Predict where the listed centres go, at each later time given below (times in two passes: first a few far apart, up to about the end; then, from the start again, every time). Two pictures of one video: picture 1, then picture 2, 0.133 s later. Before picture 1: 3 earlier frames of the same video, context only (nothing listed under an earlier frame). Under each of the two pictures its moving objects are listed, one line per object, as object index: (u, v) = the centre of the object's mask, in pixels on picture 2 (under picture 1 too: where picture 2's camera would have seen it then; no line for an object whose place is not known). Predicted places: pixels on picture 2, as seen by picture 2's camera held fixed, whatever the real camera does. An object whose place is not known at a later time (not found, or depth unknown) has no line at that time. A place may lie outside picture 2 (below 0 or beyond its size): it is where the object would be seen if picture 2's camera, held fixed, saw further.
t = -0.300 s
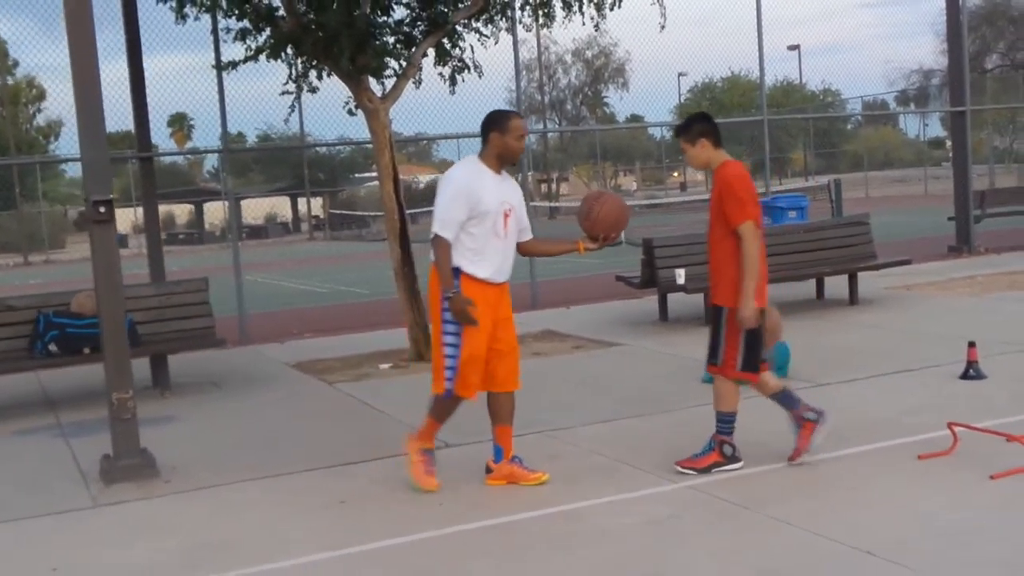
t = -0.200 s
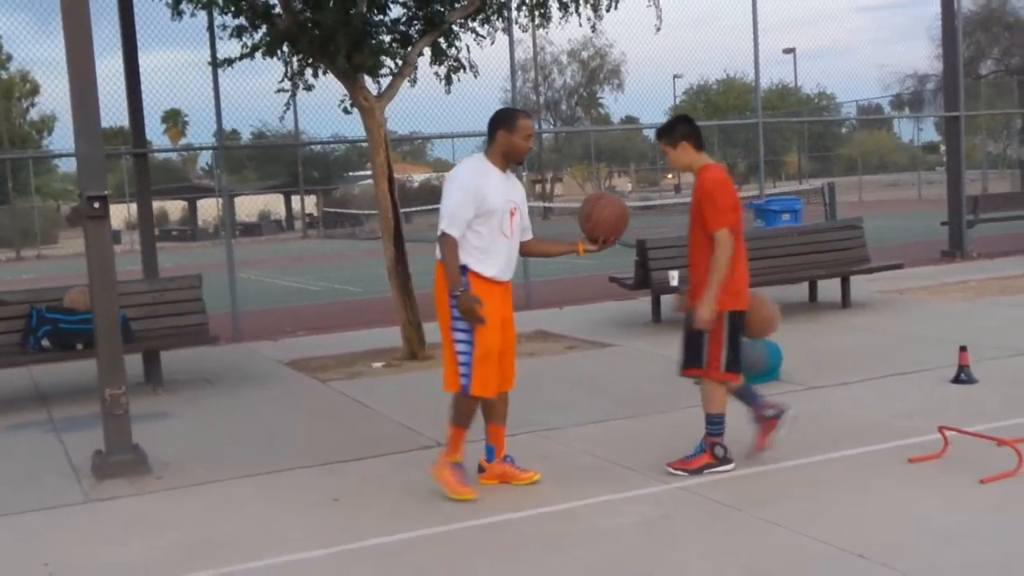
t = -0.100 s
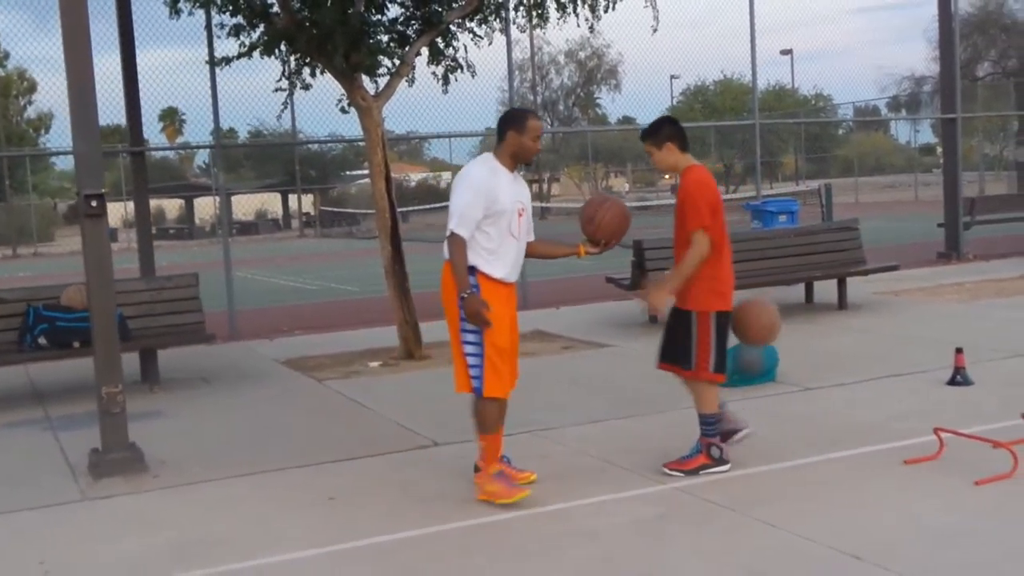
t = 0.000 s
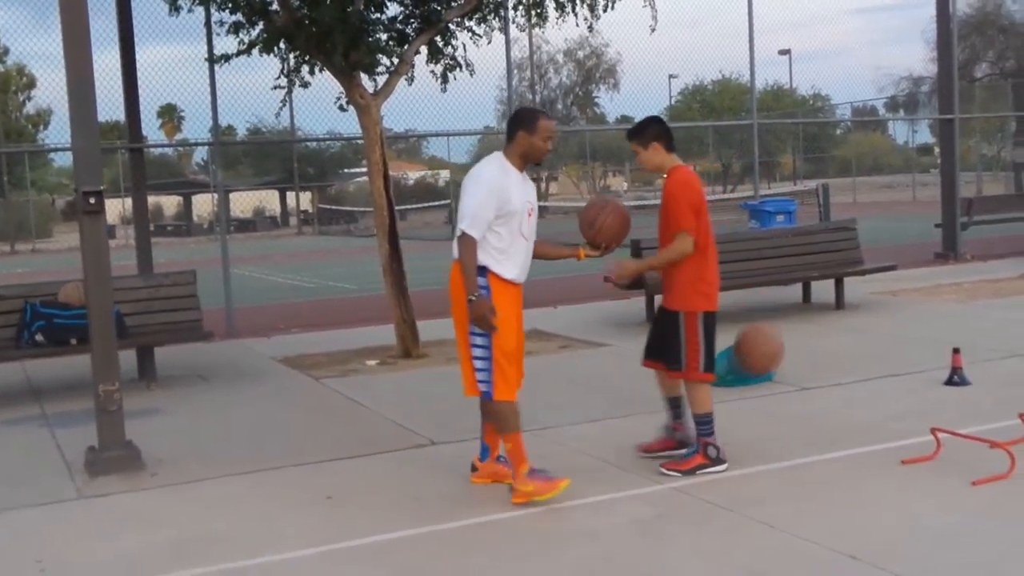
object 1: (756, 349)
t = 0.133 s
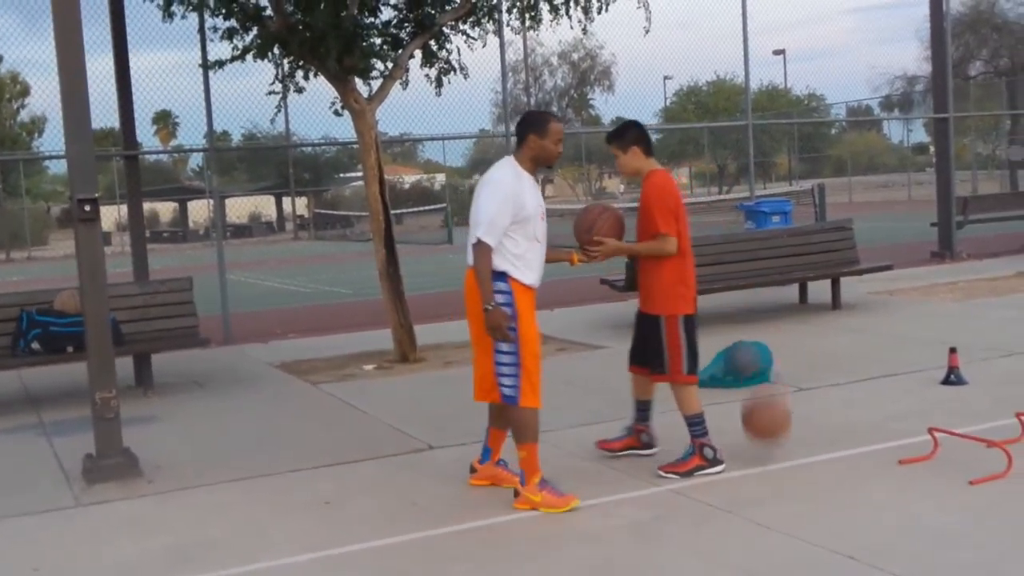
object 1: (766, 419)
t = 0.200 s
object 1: (770, 422)
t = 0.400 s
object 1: (781, 360)
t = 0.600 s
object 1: (795, 380)
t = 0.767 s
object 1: (809, 432)
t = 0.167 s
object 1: (769, 437)
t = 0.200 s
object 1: (770, 422)
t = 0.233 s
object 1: (772, 406)
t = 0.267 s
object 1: (773, 393)
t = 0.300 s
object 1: (775, 382)
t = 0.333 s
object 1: (777, 373)
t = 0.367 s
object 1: (779, 365)
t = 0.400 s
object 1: (781, 360)
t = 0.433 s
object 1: (783, 358)
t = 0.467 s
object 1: (785, 358)
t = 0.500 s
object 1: (787, 360)
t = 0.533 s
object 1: (790, 364)
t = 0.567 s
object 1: (792, 371)
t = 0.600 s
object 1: (795, 380)
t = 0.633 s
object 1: (797, 390)
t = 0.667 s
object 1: (800, 404)
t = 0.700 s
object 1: (804, 420)
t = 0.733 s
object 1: (807, 439)
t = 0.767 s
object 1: (809, 432)
